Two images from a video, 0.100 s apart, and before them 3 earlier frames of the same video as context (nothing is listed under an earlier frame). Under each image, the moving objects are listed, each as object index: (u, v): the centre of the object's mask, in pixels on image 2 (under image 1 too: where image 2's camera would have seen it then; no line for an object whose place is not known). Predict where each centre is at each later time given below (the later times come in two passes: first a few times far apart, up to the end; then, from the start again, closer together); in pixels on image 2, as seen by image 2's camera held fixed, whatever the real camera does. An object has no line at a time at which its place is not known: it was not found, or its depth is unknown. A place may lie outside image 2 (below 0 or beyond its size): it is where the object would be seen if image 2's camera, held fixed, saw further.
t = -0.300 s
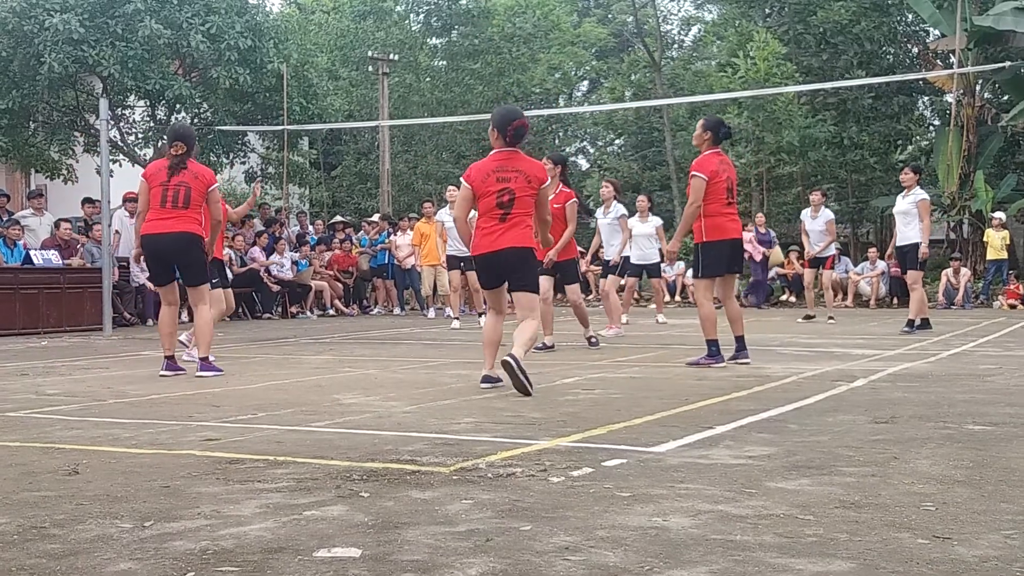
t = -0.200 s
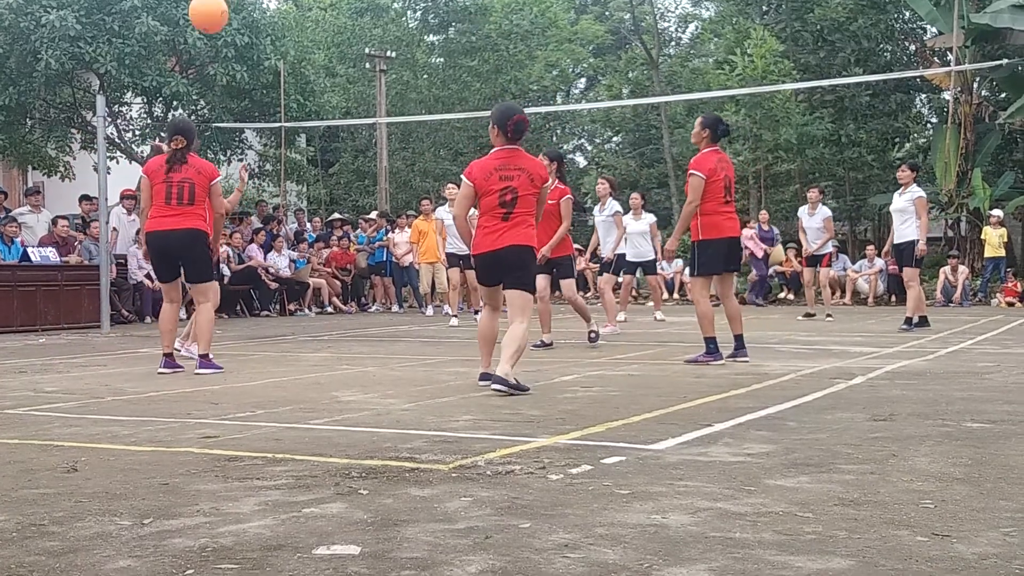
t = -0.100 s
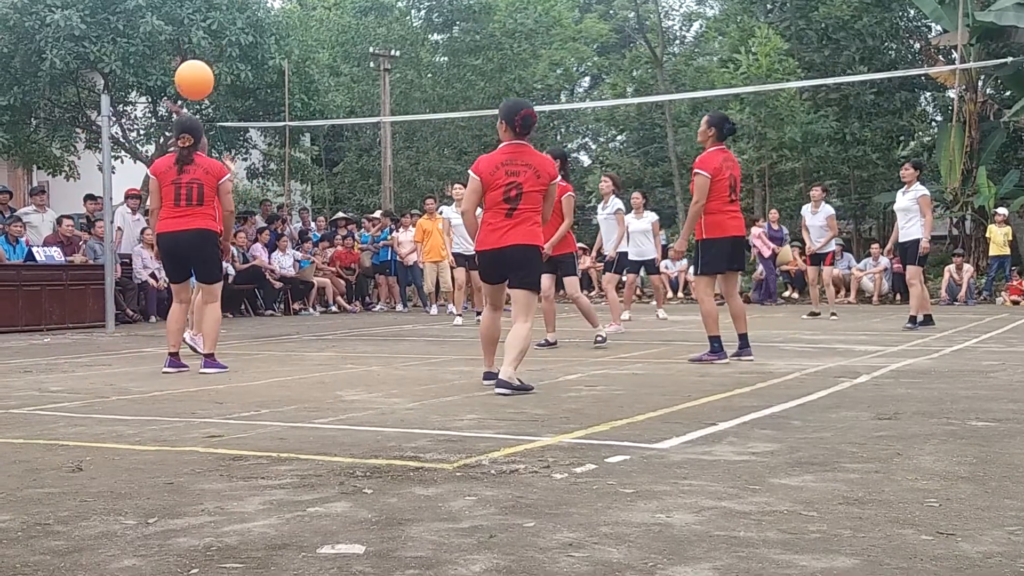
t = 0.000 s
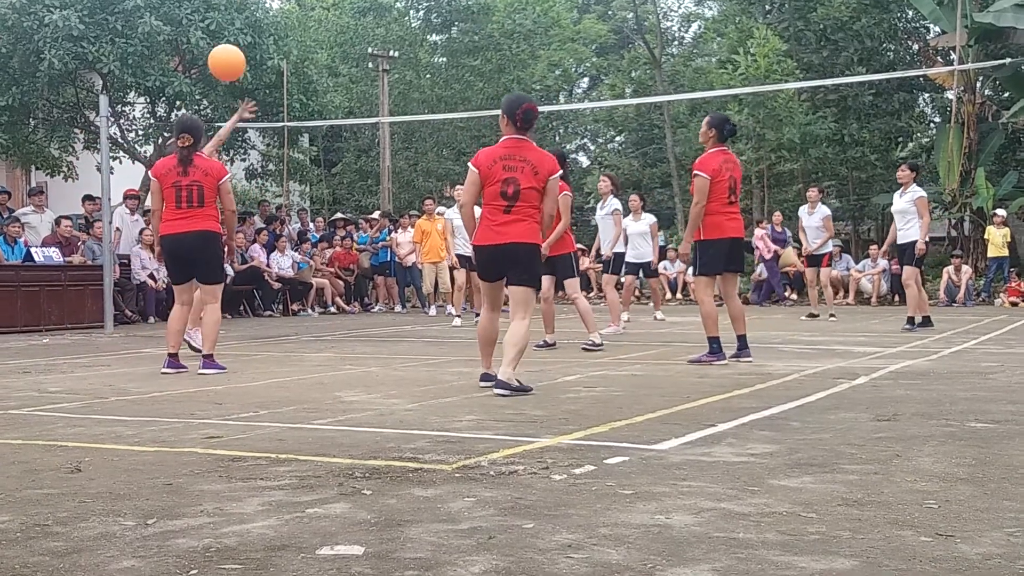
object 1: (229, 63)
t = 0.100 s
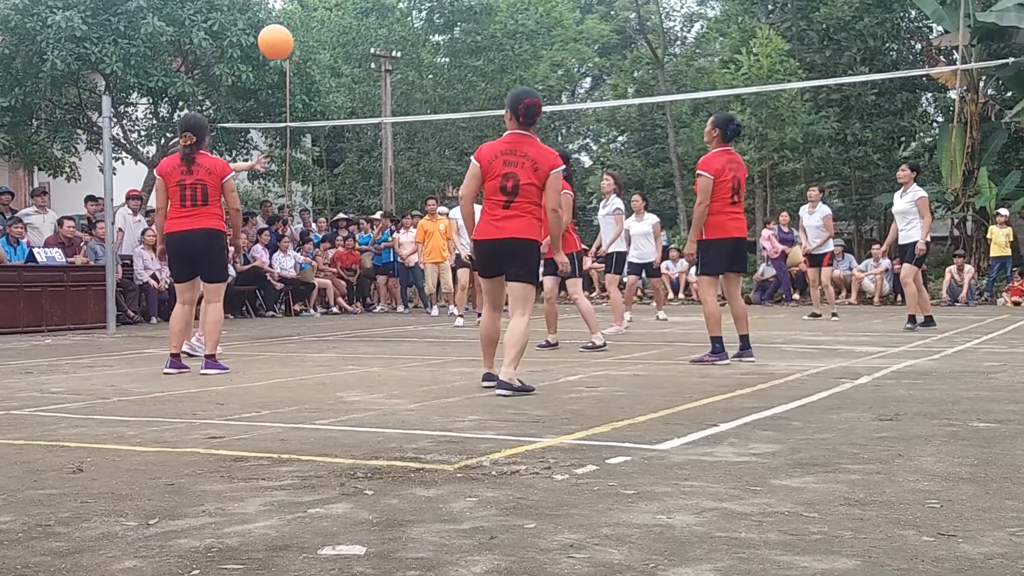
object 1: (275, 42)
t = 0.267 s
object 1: (341, 32)
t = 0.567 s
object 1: (436, 84)
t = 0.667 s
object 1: (460, 117)
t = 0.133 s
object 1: (290, 38)
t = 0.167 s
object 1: (303, 34)
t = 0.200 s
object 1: (316, 33)
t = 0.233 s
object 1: (329, 32)
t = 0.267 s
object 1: (341, 32)
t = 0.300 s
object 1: (353, 34)
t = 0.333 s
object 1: (365, 37)
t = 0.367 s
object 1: (376, 41)
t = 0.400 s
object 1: (387, 45)
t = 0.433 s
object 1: (397, 51)
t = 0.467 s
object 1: (407, 58)
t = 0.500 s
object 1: (417, 66)
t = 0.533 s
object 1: (427, 74)
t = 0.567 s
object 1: (436, 84)
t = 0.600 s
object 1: (444, 94)
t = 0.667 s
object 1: (460, 117)
